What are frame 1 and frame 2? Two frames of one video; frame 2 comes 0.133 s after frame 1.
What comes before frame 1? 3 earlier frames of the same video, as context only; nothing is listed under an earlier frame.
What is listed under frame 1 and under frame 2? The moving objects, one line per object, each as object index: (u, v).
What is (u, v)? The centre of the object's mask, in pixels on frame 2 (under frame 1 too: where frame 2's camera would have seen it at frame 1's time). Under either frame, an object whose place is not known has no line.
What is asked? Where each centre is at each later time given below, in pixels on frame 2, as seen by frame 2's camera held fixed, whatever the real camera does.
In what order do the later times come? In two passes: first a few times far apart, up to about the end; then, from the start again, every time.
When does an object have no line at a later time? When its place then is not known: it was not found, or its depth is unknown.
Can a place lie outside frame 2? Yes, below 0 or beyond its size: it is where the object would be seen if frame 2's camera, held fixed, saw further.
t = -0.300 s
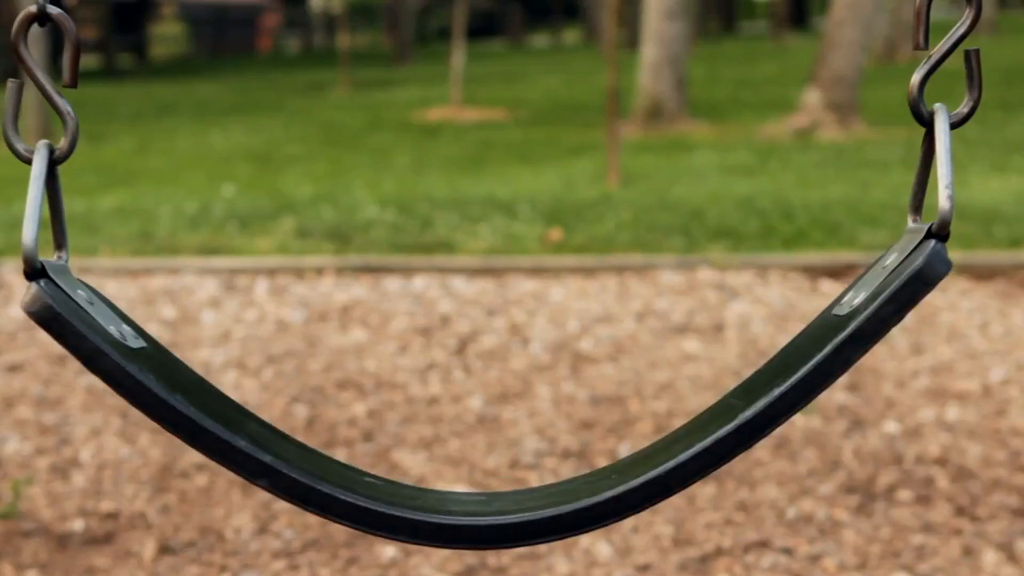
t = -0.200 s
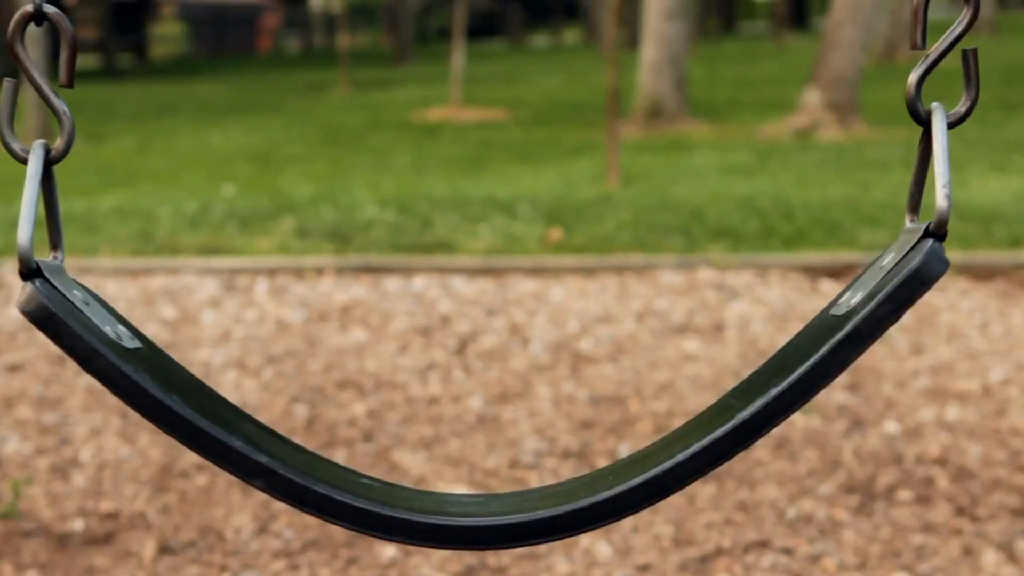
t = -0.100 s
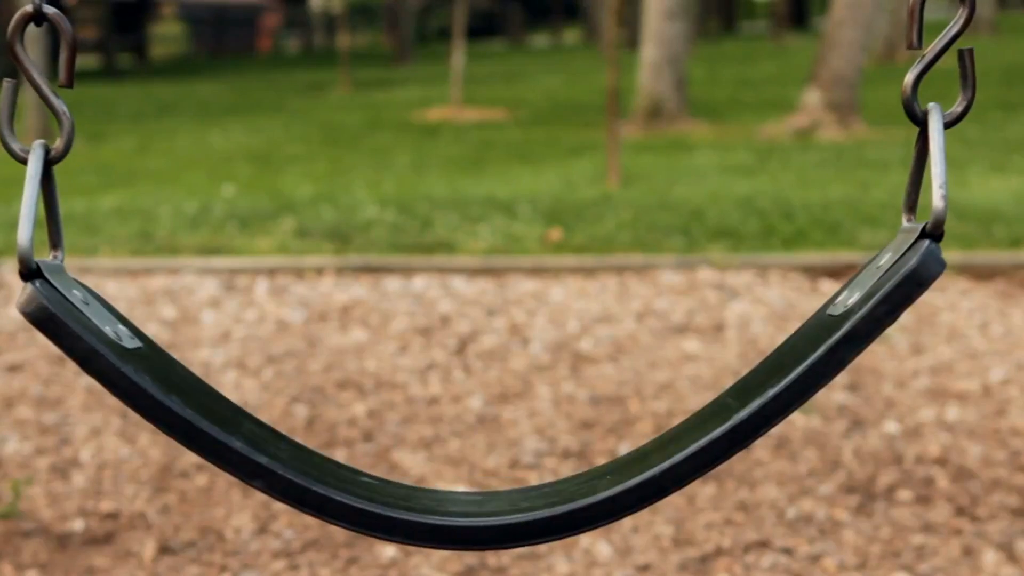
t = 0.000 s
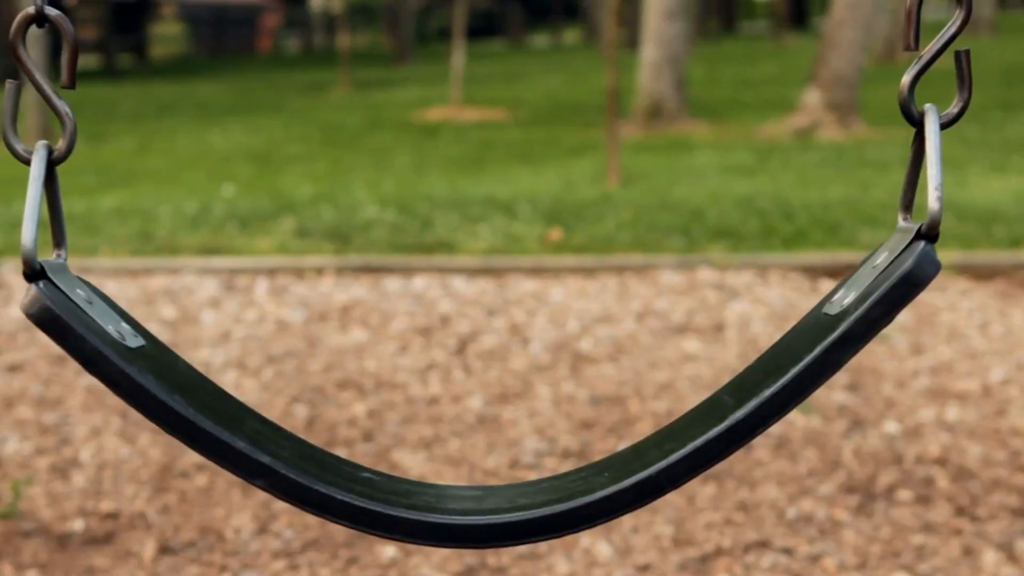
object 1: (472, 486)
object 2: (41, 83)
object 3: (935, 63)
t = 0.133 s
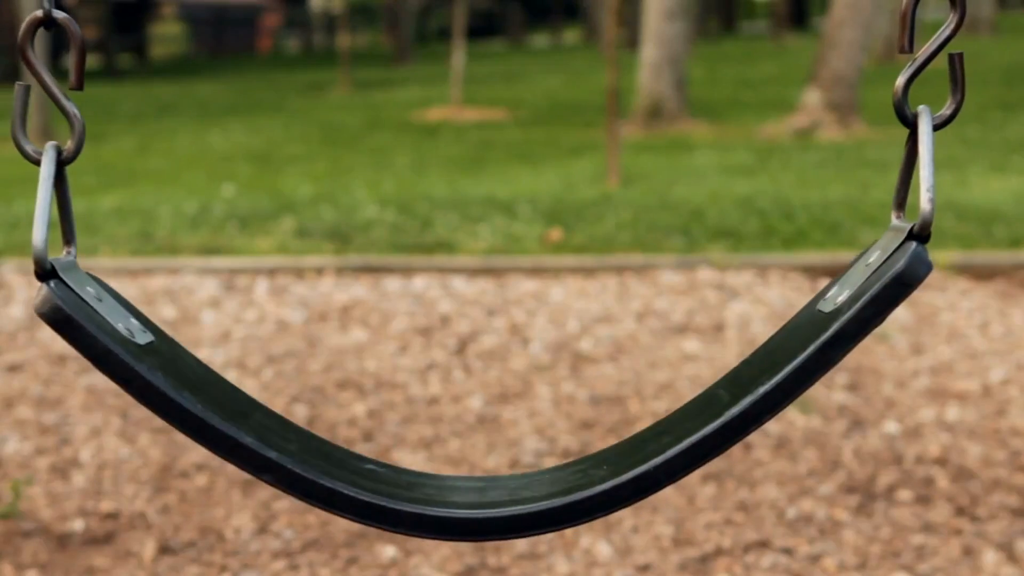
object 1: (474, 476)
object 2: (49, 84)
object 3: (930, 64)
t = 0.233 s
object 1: (478, 468)
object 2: (59, 86)
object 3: (923, 64)
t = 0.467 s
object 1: (487, 443)
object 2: (91, 84)
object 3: (907, 63)
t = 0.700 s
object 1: (498, 412)
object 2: (117, 80)
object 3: (900, 59)
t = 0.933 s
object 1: (510, 396)
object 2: (136, 75)
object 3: (898, 57)
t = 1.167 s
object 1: (515, 398)
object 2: (142, 75)
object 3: (900, 57)
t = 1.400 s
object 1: (506, 413)
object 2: (129, 79)
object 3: (910, 52)
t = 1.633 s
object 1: (489, 443)
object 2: (107, 83)
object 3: (920, 55)
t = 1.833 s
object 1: (493, 467)
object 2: (81, 85)
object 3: (930, 64)
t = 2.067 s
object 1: (472, 483)
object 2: (48, 84)
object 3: (939, 63)
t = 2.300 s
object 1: (452, 492)
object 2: (36, 80)
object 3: (936, 62)
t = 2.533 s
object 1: (470, 486)
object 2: (41, 83)
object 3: (931, 62)
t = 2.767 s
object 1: (478, 463)
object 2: (64, 86)
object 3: (923, 65)
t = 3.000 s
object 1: (493, 440)
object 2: (98, 84)
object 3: (910, 54)
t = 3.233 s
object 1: (506, 410)
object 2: (124, 80)
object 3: (904, 59)
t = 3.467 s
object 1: (508, 395)
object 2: (140, 77)
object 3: (901, 57)
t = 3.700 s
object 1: (510, 400)
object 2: (142, 78)
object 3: (902, 57)
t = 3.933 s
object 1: (502, 417)
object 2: (126, 80)
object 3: (910, 53)
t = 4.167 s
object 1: (500, 445)
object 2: (100, 84)
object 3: (919, 63)
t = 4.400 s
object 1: (468, 473)
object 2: (67, 86)
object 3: (929, 64)
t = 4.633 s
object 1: (471, 486)
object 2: (39, 83)
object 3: (935, 63)
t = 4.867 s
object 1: (467, 491)
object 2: (35, 79)
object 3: (933, 61)
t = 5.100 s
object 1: (473, 482)
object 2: (47, 84)
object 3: (930, 64)
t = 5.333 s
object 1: (480, 458)
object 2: (75, 85)
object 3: (922, 64)
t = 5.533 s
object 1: (508, 436)
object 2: (105, 83)
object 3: (914, 62)
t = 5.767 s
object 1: (513, 411)
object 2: (130, 79)
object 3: (908, 59)
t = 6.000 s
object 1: (509, 394)
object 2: (143, 74)
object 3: (904, 57)
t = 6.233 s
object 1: (508, 401)
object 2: (140, 78)
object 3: (903, 58)
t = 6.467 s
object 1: (508, 421)
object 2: (120, 83)
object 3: (909, 61)
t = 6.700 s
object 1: (484, 447)
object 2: (92, 84)
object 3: (915, 63)
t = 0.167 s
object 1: (476, 474)
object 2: (52, 85)
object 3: (927, 64)
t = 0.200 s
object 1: (477, 471)
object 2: (55, 86)
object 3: (925, 65)
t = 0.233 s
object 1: (478, 468)
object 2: (59, 86)
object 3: (923, 64)
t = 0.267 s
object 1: (476, 465)
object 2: (63, 87)
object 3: (920, 64)
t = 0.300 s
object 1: (480, 462)
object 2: (68, 86)
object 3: (919, 64)
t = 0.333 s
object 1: (482, 458)
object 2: (72, 86)
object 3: (916, 64)
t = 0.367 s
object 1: (474, 455)
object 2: (77, 86)
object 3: (914, 63)
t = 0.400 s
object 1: (485, 451)
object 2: (82, 85)
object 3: (912, 63)
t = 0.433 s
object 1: (486, 447)
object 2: (87, 84)
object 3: (909, 63)
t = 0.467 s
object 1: (487, 443)
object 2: (91, 84)
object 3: (907, 63)
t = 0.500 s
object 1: (487, 439)
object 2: (95, 83)
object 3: (905, 62)
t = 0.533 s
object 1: (482, 434)
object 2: (99, 83)
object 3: (904, 61)
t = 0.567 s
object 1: (482, 429)
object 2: (103, 82)
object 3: (903, 61)
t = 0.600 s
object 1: (495, 425)
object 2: (107, 81)
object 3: (902, 60)
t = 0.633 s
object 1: (498, 420)
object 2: (111, 81)
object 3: (901, 60)
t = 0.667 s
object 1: (491, 417)
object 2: (114, 80)
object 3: (901, 60)
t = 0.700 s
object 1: (498, 412)
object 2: (117, 80)
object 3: (900, 59)
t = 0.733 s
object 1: (502, 408)
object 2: (120, 79)
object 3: (900, 59)
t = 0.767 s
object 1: (504, 405)
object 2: (123, 78)
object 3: (899, 59)
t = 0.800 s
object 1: (497, 403)
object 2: (125, 78)
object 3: (899, 58)
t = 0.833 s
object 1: (500, 400)
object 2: (129, 78)
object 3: (898, 58)
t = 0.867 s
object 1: (509, 398)
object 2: (131, 76)
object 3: (898, 58)
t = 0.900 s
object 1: (510, 397)
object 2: (134, 76)
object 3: (898, 57)
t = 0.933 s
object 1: (510, 396)
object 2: (136, 75)
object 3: (898, 57)
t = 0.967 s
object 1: (511, 396)
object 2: (138, 75)
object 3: (898, 57)
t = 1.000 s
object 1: (512, 396)
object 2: (139, 74)
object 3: (898, 57)
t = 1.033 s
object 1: (511, 395)
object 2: (140, 74)
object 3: (897, 57)
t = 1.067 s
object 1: (512, 396)
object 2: (141, 74)
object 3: (898, 57)
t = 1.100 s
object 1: (505, 396)
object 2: (142, 74)
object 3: (898, 57)
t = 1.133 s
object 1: (515, 397)
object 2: (142, 75)
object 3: (899, 57)
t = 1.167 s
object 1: (515, 398)
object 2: (142, 75)
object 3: (900, 57)
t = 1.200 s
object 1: (511, 399)
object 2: (141, 75)
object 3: (901, 57)
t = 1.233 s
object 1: (507, 401)
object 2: (139, 76)
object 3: (903, 58)
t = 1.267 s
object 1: (506, 402)
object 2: (138, 76)
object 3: (904, 58)
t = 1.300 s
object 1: (515, 404)
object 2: (136, 77)
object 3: (906, 59)
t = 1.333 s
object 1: (515, 407)
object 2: (134, 78)
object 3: (907, 59)
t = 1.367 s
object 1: (515, 410)
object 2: (131, 79)
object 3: (908, 60)
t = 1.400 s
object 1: (506, 413)
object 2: (129, 79)
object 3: (910, 52)
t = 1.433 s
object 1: (505, 416)
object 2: (126, 80)
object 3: (912, 60)
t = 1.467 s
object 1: (513, 420)
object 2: (123, 81)
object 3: (914, 61)
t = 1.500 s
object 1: (502, 424)
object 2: (120, 82)
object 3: (916, 61)
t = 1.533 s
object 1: (502, 429)
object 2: (117, 82)
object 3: (917, 54)
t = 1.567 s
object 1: (496, 434)
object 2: (114, 83)
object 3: (918, 54)
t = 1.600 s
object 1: (507, 438)
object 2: (110, 83)
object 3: (919, 55)
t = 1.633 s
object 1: (489, 443)
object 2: (107, 83)
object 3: (920, 55)
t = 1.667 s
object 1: (496, 448)
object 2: (102, 84)
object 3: (921, 55)
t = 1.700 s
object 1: (503, 452)
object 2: (98, 84)
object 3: (923, 56)
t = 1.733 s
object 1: (505, 456)
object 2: (94, 84)
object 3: (924, 56)
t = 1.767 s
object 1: (487, 460)
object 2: (90, 84)
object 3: (926, 64)
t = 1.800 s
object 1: (497, 465)
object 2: (85, 85)
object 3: (928, 64)
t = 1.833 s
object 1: (493, 467)
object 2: (81, 85)
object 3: (930, 64)
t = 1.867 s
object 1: (499, 470)
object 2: (75, 85)
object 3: (932, 64)
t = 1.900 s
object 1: (492, 472)
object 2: (70, 86)
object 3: (933, 65)
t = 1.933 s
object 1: (491, 475)
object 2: (65, 85)
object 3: (934, 65)
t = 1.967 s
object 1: (479, 477)
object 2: (60, 85)
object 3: (936, 64)
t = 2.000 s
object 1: (485, 479)
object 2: (56, 85)
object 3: (938, 64)
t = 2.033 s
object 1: (483, 482)
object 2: (52, 84)
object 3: (939, 64)
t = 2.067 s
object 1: (472, 483)
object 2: (48, 84)
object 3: (939, 63)
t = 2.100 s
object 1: (479, 485)
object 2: (45, 83)
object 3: (940, 63)
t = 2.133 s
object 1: (473, 487)
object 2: (42, 82)
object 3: (940, 63)
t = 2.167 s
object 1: (475, 488)
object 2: (40, 82)
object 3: (940, 62)
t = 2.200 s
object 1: (473, 489)
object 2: (38, 82)
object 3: (939, 62)
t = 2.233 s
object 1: (477, 491)
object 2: (37, 81)
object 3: (939, 61)
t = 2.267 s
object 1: (471, 492)
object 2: (36, 80)
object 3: (937, 61)
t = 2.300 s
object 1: (452, 492)
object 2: (36, 80)
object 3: (936, 62)
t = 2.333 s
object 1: (469, 493)
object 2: (36, 80)
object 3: (935, 62)
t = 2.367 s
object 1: (468, 493)
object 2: (36, 80)
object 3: (935, 62)
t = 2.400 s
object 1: (450, 492)
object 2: (36, 80)
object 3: (934, 62)
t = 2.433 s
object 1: (466, 491)
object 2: (37, 81)
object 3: (934, 62)
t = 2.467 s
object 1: (468, 490)
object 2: (38, 82)
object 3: (933, 62)
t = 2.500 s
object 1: (468, 488)
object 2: (39, 82)
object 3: (932, 62)
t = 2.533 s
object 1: (470, 486)
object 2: (41, 83)
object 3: (931, 62)
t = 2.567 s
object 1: (469, 483)
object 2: (43, 84)
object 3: (930, 63)
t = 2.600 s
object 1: (472, 481)
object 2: (46, 84)
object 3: (929, 63)
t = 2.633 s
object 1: (464, 477)
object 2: (49, 85)
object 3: (928, 64)
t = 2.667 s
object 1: (474, 474)
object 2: (52, 85)
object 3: (928, 64)
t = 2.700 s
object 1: (476, 470)
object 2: (56, 86)
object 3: (927, 65)
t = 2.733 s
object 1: (477, 467)
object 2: (60, 86)
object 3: (925, 65)
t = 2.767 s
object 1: (478, 463)
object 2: (64, 86)
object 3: (923, 65)
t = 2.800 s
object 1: (481, 460)
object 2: (68, 86)
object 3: (921, 64)
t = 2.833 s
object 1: (476, 457)
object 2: (73, 85)
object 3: (918, 64)
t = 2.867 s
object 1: (485, 454)
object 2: (78, 85)
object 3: (917, 64)
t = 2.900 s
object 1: (488, 451)
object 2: (84, 85)
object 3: (914, 63)
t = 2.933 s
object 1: (481, 447)
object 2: (89, 84)
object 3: (913, 63)
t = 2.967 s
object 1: (491, 444)
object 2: (94, 84)
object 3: (911, 62)
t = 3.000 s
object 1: (493, 440)
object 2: (98, 84)
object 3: (910, 54)
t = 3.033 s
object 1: (488, 436)
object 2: (102, 83)
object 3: (908, 54)
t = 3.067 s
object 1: (498, 432)
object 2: (106, 83)
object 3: (907, 62)
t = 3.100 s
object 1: (500, 428)
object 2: (110, 82)
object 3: (906, 54)
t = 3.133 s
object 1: (502, 424)
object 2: (113, 81)
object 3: (905, 61)
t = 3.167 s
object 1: (504, 420)
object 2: (117, 80)
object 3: (904, 53)
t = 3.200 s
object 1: (499, 414)
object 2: (120, 80)
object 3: (904, 53)
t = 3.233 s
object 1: (506, 410)
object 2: (124, 80)
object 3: (904, 59)
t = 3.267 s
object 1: (500, 408)
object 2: (127, 79)
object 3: (904, 59)
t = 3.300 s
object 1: (510, 404)
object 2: (130, 78)
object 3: (904, 58)
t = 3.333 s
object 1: (513, 402)
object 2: (132, 77)
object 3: (903, 58)
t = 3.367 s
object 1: (514, 400)
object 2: (134, 79)
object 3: (902, 58)
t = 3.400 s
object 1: (519, 397)
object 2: (136, 76)
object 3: (901, 57)
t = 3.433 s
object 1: (515, 396)
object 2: (138, 76)
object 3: (901, 57)
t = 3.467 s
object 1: (508, 395)
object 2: (140, 77)
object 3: (901, 57)
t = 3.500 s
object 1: (508, 394)
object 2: (142, 77)
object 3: (902, 57)
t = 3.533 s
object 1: (509, 394)
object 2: (143, 76)
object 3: (902, 57)
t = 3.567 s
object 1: (510, 394)
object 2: (143, 74)
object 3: (902, 57)
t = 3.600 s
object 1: (510, 395)
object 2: (144, 74)
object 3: (901, 57)
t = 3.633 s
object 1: (514, 397)
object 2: (144, 76)
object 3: (901, 57)
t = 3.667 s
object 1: (510, 398)
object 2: (143, 76)
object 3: (901, 57)
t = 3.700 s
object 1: (510, 400)
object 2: (142, 78)
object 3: (902, 57)
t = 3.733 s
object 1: (509, 402)
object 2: (141, 77)
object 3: (903, 58)
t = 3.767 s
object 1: (507, 404)
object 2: (139, 79)
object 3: (904, 58)
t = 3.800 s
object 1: (515, 406)
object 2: (137, 80)
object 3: (906, 58)
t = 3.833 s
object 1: (515, 408)
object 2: (135, 80)
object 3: (907, 59)
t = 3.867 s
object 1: (514, 411)
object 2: (132, 81)
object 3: (909, 59)
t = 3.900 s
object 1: (504, 414)
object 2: (129, 80)
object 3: (910, 60)
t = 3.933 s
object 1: (502, 417)
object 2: (126, 80)
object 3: (910, 53)
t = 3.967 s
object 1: (516, 420)
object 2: (122, 81)
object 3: (911, 53)
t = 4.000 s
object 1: (510, 424)
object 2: (119, 82)
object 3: (913, 61)
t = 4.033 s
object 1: (499, 427)
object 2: (115, 82)
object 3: (915, 61)
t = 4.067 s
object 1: (497, 432)
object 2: (112, 82)
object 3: (916, 54)
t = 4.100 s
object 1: (511, 436)
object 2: (108, 83)
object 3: (917, 54)
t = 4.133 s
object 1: (487, 441)
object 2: (104, 84)
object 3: (918, 63)
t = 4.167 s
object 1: (500, 445)
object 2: (100, 84)
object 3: (919, 63)
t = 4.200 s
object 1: (481, 450)
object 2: (96, 84)
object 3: (919, 63)
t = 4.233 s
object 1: (488, 455)
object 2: (91, 84)
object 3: (920, 64)
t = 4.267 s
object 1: (474, 458)
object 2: (87, 88)
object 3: (921, 64)
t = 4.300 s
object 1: (486, 463)
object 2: (82, 85)
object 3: (923, 64)
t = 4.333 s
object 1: (472, 466)
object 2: (76, 86)
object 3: (925, 64)
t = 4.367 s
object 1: (483, 469)
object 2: (71, 86)
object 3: (927, 65)
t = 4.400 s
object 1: (468, 473)
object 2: (67, 86)
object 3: (929, 64)
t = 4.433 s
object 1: (481, 475)
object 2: (62, 86)
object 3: (930, 64)
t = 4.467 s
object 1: (472, 478)
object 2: (58, 85)
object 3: (931, 64)
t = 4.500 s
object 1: (481, 481)
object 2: (53, 85)
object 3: (932, 64)
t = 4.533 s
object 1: (476, 483)
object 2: (49, 85)
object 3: (933, 64)
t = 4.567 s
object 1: (475, 484)
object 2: (45, 84)
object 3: (933, 64)
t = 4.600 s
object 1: (472, 485)
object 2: (42, 83)
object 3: (934, 63)
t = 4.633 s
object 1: (471, 486)
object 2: (39, 83)
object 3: (935, 63)
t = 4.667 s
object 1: (469, 487)
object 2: (38, 82)
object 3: (935, 63)
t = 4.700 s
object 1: (468, 488)
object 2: (36, 81)
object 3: (936, 62)
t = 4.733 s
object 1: (468, 489)
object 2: (35, 80)
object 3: (935, 61)
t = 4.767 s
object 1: (468, 490)
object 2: (35, 79)
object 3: (935, 61)
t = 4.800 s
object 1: (468, 490)
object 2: (35, 79)
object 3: (934, 61)
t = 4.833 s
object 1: (459, 491)
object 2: (35, 79)
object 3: (934, 61)
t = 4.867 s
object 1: (467, 491)
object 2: (35, 79)
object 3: (933, 61)
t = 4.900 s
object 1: (466, 491)
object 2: (36, 80)
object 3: (932, 61)
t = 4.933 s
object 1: (464, 491)
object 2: (36, 81)
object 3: (932, 61)
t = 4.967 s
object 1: (474, 489)
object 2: (37, 82)
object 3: (932, 62)
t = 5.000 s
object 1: (468, 489)
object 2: (39, 83)
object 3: (932, 63)
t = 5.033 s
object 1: (471, 487)
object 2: (41, 83)
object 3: (931, 63)
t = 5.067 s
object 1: (472, 484)
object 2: (43, 84)
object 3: (931, 63)
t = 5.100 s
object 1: (473, 482)
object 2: (47, 84)
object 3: (930, 64)
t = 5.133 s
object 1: (476, 480)
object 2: (49, 85)
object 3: (929, 64)
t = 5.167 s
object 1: (478, 476)
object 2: (53, 85)
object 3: (929, 64)
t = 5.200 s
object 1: (485, 472)
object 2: (58, 85)
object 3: (928, 64)
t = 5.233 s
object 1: (478, 469)
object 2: (62, 86)
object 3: (927, 64)
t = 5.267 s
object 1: (484, 466)
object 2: (66, 86)
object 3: (926, 65)
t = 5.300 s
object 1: (486, 462)
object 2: (70, 86)
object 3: (924, 64)
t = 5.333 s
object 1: (480, 458)
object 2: (75, 85)
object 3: (922, 64)
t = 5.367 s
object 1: (491, 454)
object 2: (81, 85)
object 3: (921, 64)
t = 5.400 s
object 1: (497, 450)
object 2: (86, 84)
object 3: (919, 56)
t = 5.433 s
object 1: (498, 446)
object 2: (91, 84)
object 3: (918, 63)
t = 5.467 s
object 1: (502, 443)
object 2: (96, 84)
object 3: (916, 63)
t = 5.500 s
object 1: (504, 440)
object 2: (101, 84)
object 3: (915, 62)
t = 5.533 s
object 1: (508, 436)
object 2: (105, 83)
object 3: (914, 62)
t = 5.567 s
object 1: (503, 432)
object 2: (109, 83)
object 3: (912, 54)
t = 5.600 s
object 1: (505, 428)
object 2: (113, 82)
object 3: (911, 62)
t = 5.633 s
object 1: (507, 425)
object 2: (117, 81)
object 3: (910, 61)
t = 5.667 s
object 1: (509, 422)
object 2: (121, 81)
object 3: (909, 61)
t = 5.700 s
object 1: (495, 417)
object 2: (124, 80)
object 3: (909, 60)
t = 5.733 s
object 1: (508, 413)
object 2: (127, 80)
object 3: (908, 60)
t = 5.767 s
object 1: (513, 411)
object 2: (130, 79)
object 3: (908, 59)
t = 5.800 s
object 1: (514, 408)
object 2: (133, 78)
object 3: (907, 59)
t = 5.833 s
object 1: (515, 405)
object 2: (135, 77)
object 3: (907, 59)
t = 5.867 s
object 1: (516, 402)
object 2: (137, 76)
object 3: (906, 59)
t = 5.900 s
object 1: (508, 399)
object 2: (139, 76)
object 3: (905, 59)
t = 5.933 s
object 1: (509, 397)
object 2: (141, 75)
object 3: (905, 58)
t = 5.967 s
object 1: (510, 395)
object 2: (142, 75)
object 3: (904, 57)
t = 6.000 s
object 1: (509, 394)
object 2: (143, 74)
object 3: (904, 57)
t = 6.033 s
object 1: (510, 394)
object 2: (144, 74)
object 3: (904, 57)
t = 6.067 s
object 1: (511, 394)
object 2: (144, 74)
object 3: (903, 57)
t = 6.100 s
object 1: (511, 394)
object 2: (145, 74)
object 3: (903, 57)
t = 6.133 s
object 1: (510, 395)
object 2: (144, 77)
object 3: (903, 58)
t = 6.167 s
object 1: (516, 397)
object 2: (143, 77)
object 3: (902, 57)
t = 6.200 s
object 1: (509, 399)
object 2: (142, 78)
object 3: (903, 58)
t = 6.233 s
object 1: (508, 401)
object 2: (140, 78)
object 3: (903, 58)
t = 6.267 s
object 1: (507, 403)
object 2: (138, 79)
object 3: (904, 58)
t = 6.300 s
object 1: (516, 406)
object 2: (136, 80)
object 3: (904, 59)
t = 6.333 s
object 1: (505, 408)
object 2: (133, 81)
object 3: (905, 59)
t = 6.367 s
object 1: (509, 411)
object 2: (130, 81)
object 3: (906, 59)
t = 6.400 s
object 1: (498, 413)
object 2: (128, 82)
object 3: (907, 60)
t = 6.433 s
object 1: (496, 418)
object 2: (124, 83)
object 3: (908, 61)
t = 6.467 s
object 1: (508, 421)
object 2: (120, 83)
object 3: (909, 61)
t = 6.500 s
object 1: (497, 425)
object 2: (117, 84)
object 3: (910, 61)
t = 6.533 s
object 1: (492, 428)
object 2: (113, 82)
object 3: (910, 54)
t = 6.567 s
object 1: (498, 433)
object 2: (109, 82)
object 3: (911, 54)
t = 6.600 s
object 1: (492, 436)
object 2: (104, 83)
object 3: (912, 54)
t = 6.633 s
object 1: (498, 440)
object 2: (100, 84)
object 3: (913, 63)
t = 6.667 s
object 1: (503, 443)
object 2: (96, 84)
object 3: (914, 63)
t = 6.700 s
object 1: (484, 447)
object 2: (92, 84)
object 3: (915, 63)
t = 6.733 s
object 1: (492, 452)
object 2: (87, 84)
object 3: (916, 64)
